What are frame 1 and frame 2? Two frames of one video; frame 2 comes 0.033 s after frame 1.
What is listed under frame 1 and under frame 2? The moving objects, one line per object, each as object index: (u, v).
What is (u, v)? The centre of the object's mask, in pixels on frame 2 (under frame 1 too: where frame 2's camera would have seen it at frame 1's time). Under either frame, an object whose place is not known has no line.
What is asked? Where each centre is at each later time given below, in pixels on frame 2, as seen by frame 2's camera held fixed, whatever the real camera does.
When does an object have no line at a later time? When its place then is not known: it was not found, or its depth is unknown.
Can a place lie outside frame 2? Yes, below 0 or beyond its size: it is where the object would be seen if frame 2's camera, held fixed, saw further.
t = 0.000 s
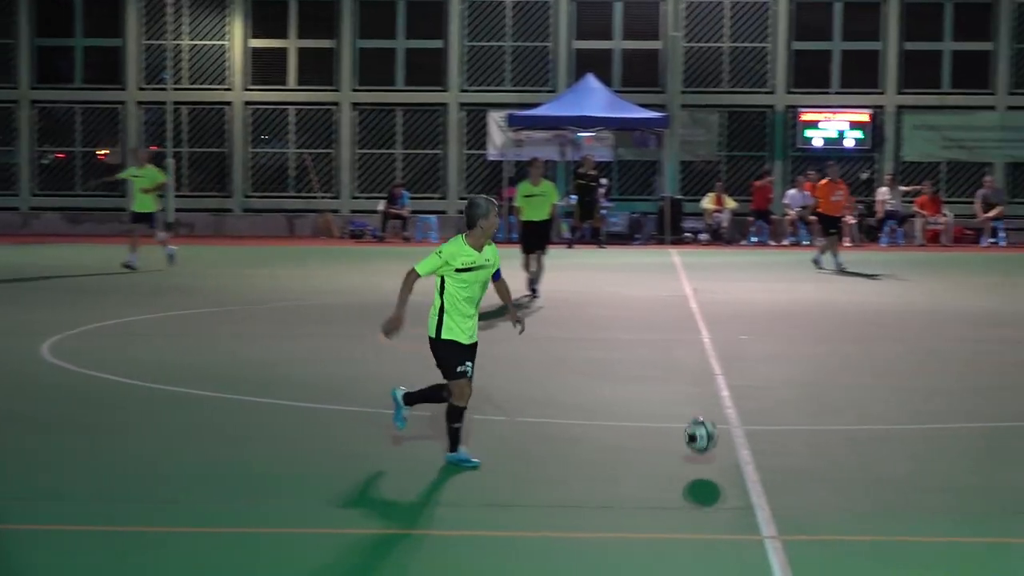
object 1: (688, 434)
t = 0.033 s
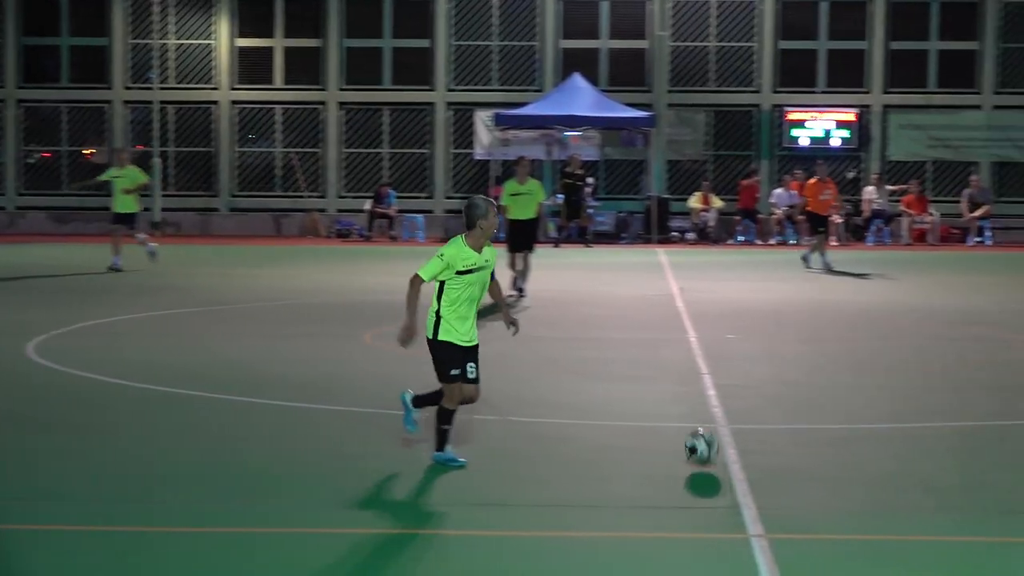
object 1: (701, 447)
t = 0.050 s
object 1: (708, 452)
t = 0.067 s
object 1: (714, 449)
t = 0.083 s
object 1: (720, 444)
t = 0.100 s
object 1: (726, 441)
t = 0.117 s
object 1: (732, 437)
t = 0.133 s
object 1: (740, 434)
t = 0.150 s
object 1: (745, 431)
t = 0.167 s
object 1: (751, 429)
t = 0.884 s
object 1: (1092, 505)
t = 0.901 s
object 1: (1103, 502)
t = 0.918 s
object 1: (1113, 500)
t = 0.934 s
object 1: (1123, 499)
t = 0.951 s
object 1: (1135, 498)
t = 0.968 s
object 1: (1146, 497)
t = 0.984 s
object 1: (1156, 498)
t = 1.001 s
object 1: (1168, 497)
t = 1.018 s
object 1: (1179, 499)
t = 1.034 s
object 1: (1190, 503)
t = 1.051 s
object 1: (1202, 505)
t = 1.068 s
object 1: (1213, 508)
